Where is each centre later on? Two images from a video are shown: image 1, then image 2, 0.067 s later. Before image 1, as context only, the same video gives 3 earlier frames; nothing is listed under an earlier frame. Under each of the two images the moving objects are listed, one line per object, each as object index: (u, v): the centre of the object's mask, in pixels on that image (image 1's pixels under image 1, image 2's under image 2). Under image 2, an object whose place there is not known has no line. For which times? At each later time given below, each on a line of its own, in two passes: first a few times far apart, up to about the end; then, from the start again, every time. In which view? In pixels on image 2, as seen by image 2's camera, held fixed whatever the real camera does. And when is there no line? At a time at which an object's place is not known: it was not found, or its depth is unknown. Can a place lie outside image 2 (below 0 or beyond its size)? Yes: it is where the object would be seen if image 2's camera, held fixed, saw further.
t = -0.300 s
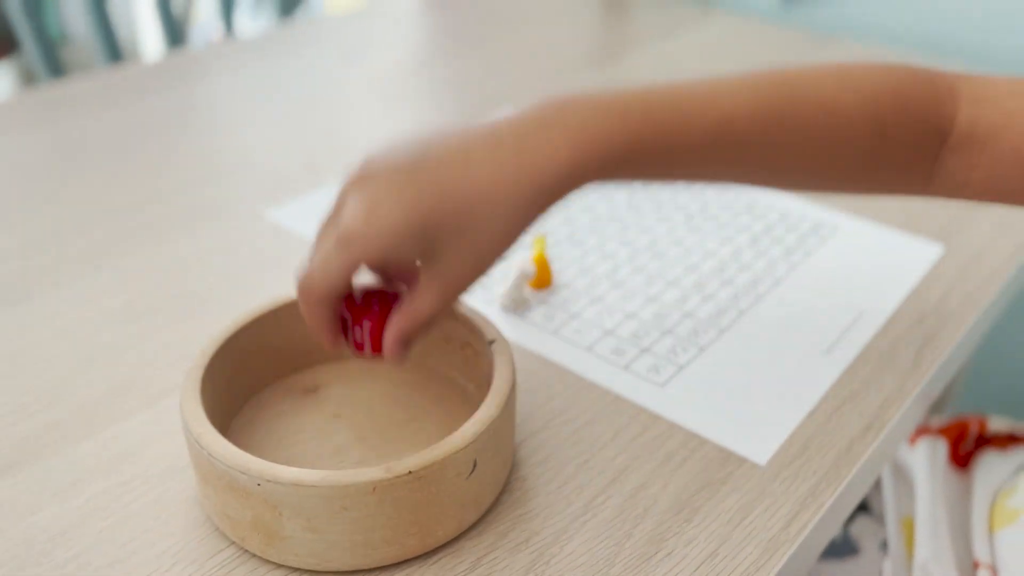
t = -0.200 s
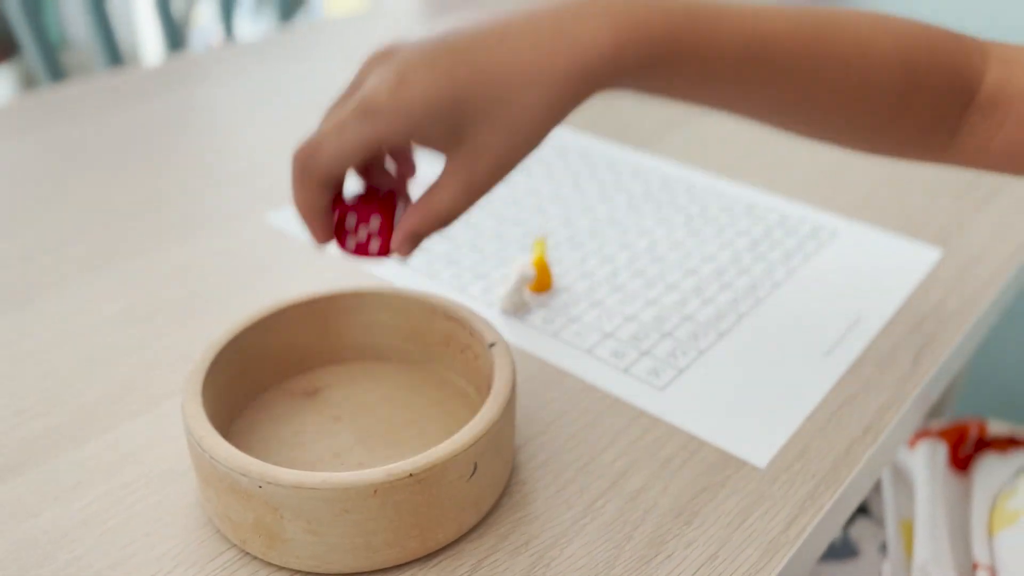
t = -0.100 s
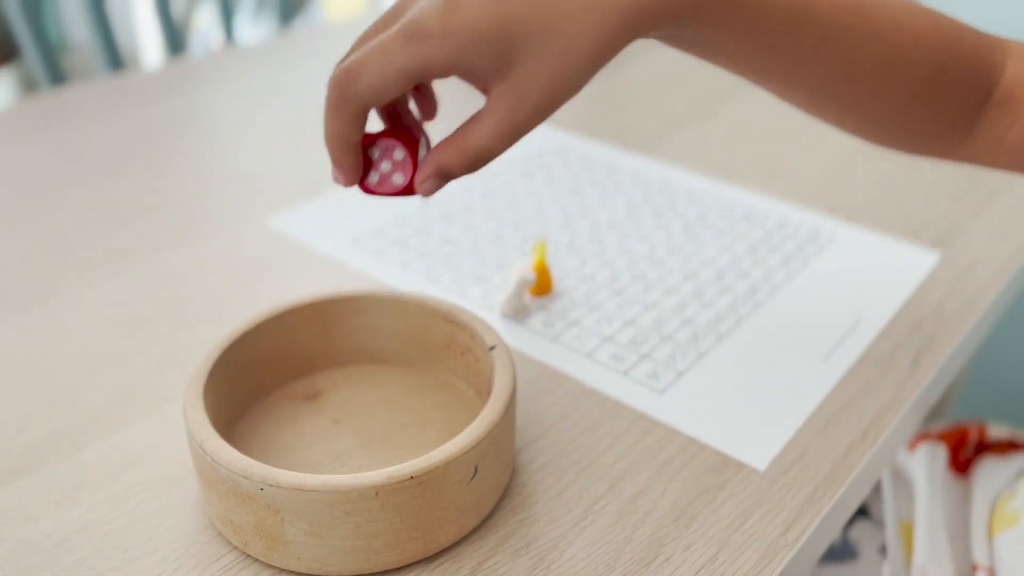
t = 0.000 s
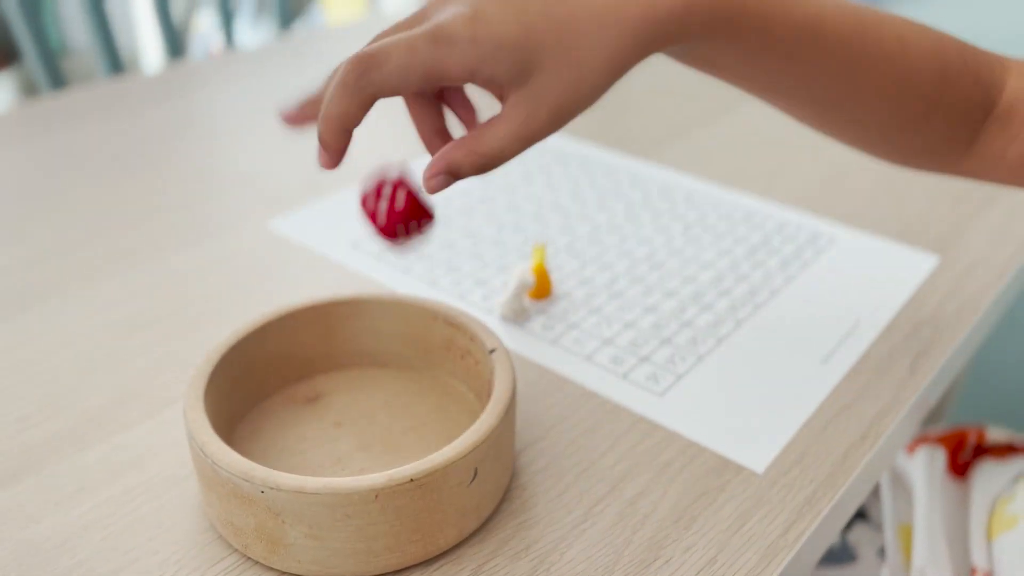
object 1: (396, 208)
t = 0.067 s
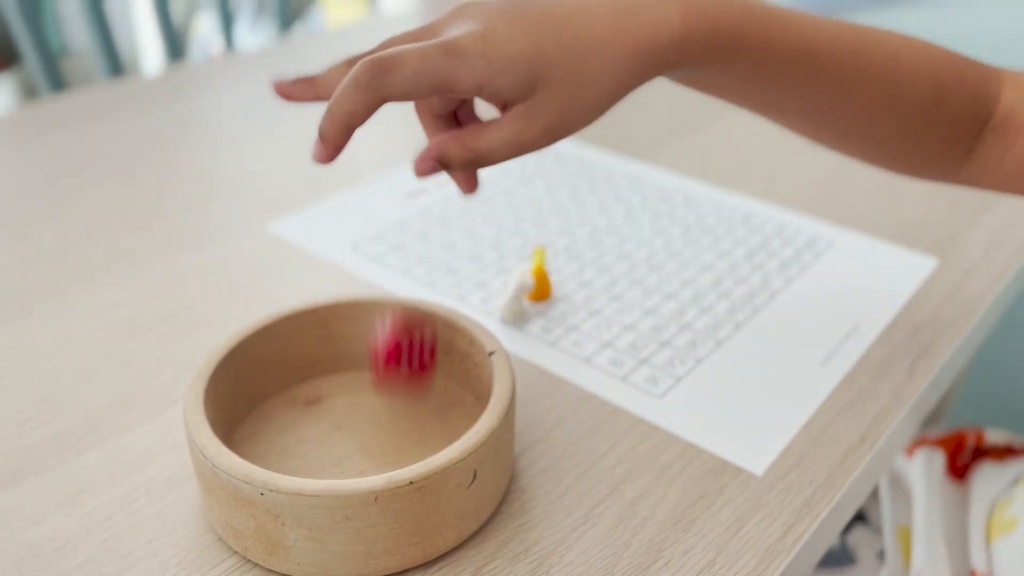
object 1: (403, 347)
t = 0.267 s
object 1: (337, 371)
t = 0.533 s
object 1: (276, 452)
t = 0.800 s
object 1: (306, 466)
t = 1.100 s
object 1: (305, 464)
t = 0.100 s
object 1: (394, 352)
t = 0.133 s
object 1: (378, 319)
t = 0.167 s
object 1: (364, 303)
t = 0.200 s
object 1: (354, 310)
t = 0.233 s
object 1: (341, 336)
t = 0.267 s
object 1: (337, 371)
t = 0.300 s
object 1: (334, 368)
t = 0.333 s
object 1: (332, 388)
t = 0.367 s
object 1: (325, 404)
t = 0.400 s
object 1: (317, 421)
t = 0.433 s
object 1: (306, 436)
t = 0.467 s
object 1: (294, 445)
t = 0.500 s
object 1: (277, 450)
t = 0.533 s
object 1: (276, 452)
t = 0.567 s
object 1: (280, 453)
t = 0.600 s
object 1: (283, 455)
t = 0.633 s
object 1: (287, 456)
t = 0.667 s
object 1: (292, 458)
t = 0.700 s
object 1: (297, 463)
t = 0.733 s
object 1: (297, 466)
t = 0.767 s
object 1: (303, 467)
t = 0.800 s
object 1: (306, 466)
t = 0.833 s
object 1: (306, 464)
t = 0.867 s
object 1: (305, 464)
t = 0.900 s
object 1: (305, 464)
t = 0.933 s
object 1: (305, 464)
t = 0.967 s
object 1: (305, 464)
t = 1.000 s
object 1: (305, 464)
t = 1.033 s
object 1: (305, 464)
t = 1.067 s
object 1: (305, 464)
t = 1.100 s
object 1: (305, 464)
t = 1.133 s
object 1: (305, 464)
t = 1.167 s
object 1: (305, 464)
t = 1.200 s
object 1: (305, 464)
